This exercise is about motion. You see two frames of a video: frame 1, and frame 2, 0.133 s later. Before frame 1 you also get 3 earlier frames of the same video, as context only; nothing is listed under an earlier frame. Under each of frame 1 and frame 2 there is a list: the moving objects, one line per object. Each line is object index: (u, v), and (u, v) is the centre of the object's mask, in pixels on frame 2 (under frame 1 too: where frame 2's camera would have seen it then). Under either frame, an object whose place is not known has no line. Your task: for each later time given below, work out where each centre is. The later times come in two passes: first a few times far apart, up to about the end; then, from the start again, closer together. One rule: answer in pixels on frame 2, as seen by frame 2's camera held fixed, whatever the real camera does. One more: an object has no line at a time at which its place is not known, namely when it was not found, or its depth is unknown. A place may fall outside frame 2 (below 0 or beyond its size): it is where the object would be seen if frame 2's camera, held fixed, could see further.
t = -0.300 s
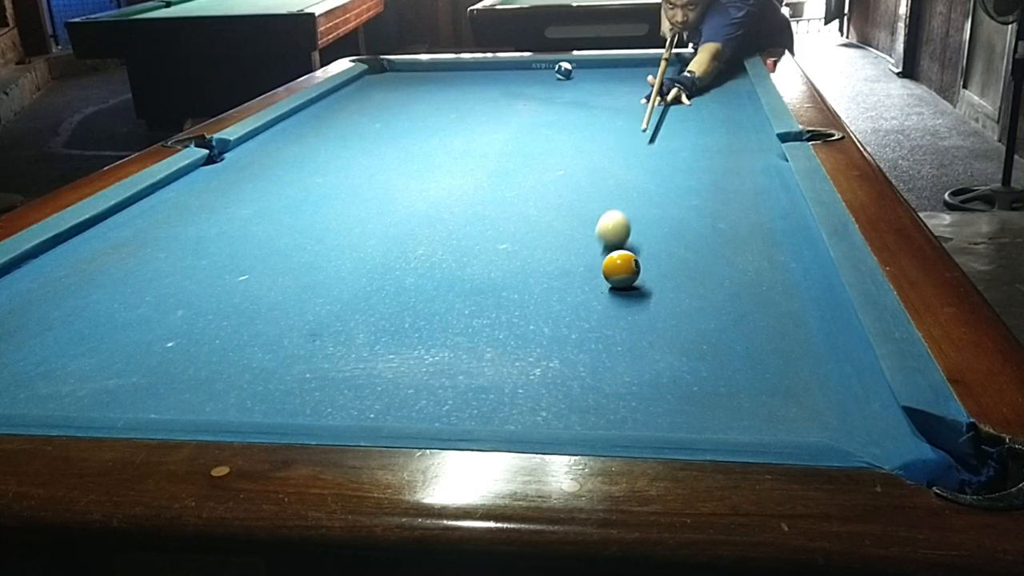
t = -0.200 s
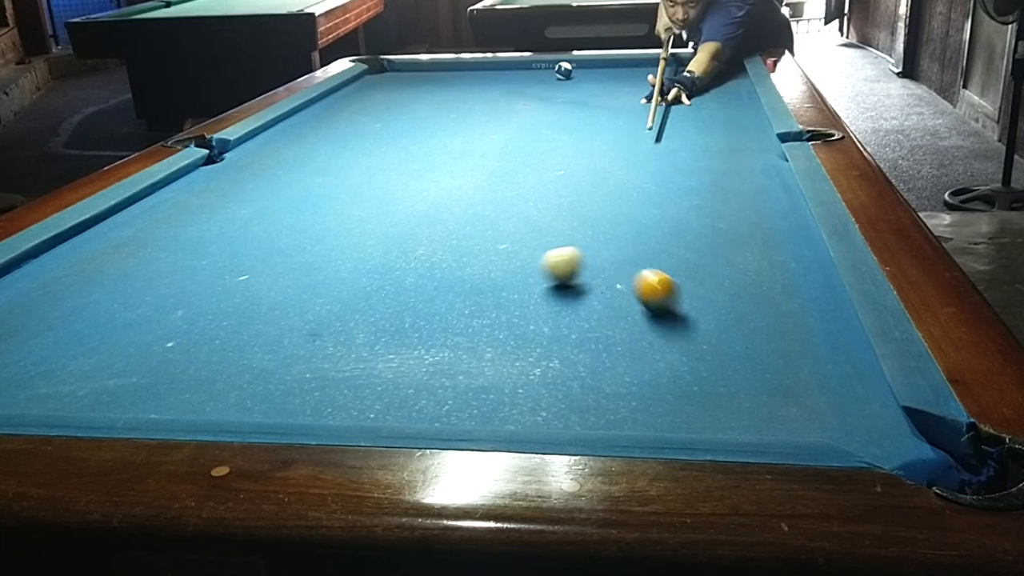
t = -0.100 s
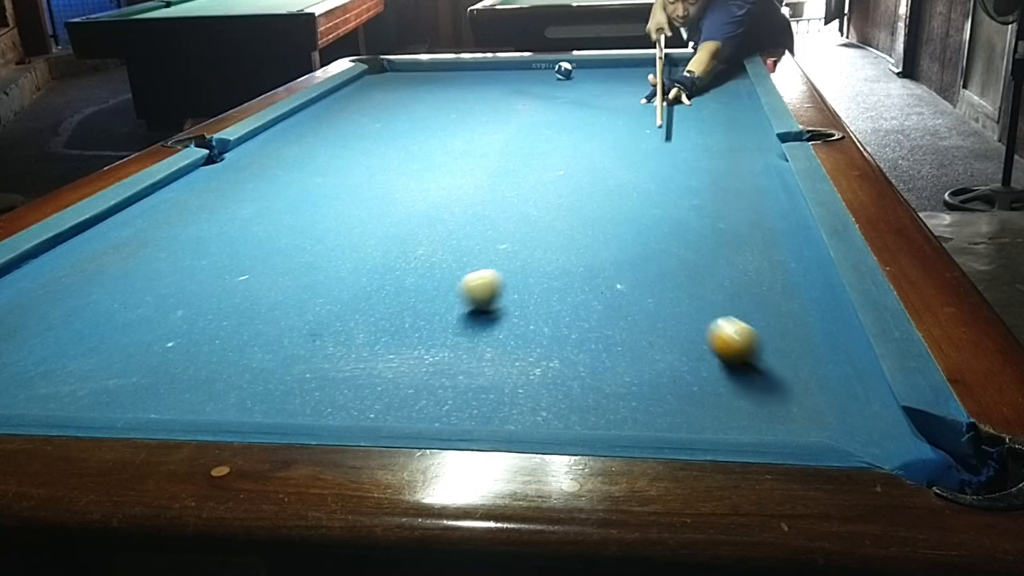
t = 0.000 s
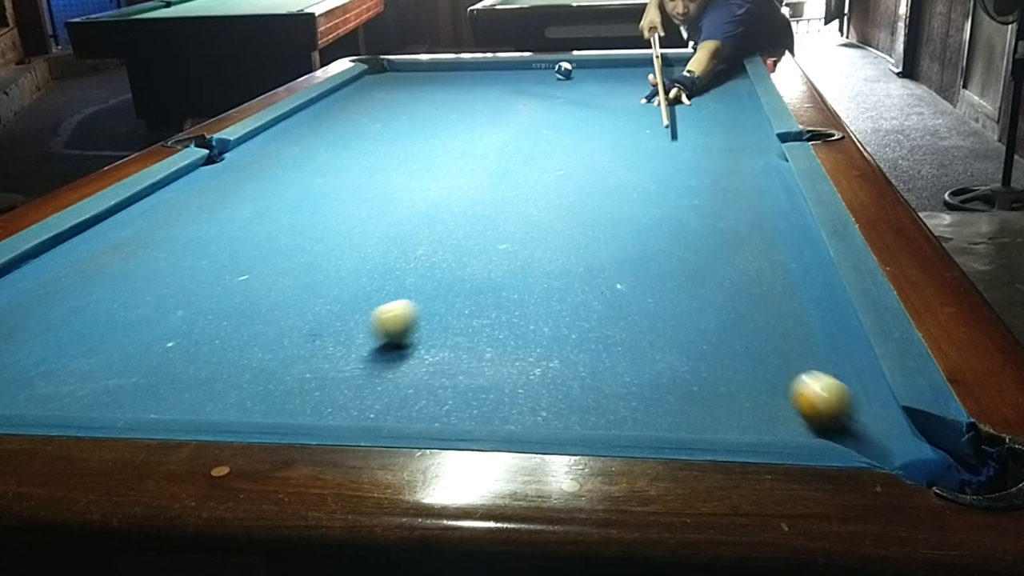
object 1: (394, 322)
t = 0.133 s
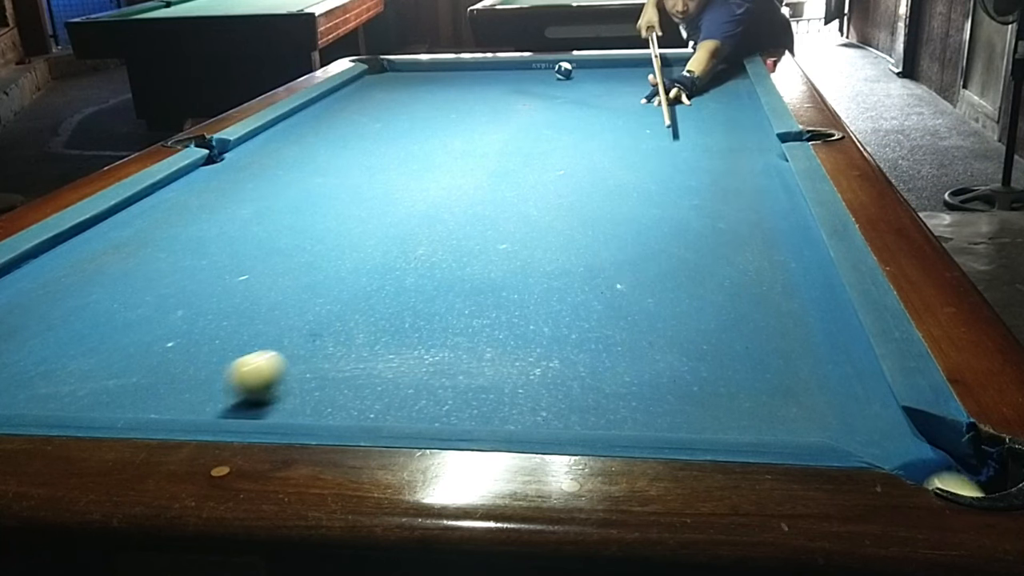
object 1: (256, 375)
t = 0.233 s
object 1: (150, 400)
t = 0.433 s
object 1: (77, 357)
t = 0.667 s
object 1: (15, 312)
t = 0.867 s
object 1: (15, 280)
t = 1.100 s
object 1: (122, 249)
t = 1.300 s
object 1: (202, 227)
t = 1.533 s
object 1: (281, 205)
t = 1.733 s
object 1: (339, 189)
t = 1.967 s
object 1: (397, 173)
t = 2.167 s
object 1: (441, 160)
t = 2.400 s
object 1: (486, 147)
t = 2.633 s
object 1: (526, 136)
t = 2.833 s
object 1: (557, 127)
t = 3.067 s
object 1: (589, 118)
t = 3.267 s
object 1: (615, 111)
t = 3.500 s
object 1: (641, 103)
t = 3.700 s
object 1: (662, 97)
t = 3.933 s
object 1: (684, 91)
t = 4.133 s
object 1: (701, 86)
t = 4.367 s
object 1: (719, 81)
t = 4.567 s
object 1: (733, 77)
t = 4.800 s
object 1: (733, 74)
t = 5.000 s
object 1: (726, 73)
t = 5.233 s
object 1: (718, 71)
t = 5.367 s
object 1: (714, 70)
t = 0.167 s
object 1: (217, 391)
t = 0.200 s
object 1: (176, 400)
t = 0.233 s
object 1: (150, 400)
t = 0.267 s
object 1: (137, 394)
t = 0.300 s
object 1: (125, 388)
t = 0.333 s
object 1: (112, 380)
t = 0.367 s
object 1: (100, 372)
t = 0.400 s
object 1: (88, 365)
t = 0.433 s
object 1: (77, 357)
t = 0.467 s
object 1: (66, 349)
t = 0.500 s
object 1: (56, 342)
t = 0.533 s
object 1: (46, 336)
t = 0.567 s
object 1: (37, 330)
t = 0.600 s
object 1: (27, 324)
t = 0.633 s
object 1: (20, 318)
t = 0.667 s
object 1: (15, 312)
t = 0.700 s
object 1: (11, 306)
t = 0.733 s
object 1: (7, 301)
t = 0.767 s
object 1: (4, 296)
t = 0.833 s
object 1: (7, 284)
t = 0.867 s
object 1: (15, 280)
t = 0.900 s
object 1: (28, 276)
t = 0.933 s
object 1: (45, 271)
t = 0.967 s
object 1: (61, 267)
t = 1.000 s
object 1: (77, 262)
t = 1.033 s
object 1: (92, 258)
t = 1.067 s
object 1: (107, 253)
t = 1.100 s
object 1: (122, 249)
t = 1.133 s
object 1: (136, 246)
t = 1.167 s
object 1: (150, 241)
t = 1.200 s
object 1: (164, 238)
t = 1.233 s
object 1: (177, 234)
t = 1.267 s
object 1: (189, 231)
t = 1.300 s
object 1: (202, 227)
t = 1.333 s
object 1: (214, 224)
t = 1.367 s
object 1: (226, 221)
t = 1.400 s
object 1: (237, 217)
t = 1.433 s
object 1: (249, 214)
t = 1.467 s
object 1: (260, 211)
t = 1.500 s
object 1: (271, 208)
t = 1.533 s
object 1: (281, 205)
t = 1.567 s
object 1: (291, 202)
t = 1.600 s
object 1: (301, 200)
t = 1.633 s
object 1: (311, 197)
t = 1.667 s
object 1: (321, 194)
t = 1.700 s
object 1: (330, 191)
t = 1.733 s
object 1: (339, 189)
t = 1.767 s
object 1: (348, 187)
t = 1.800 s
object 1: (356, 184)
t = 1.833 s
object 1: (365, 182)
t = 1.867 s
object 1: (373, 179)
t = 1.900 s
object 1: (381, 177)
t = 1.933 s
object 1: (390, 175)
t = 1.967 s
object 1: (397, 173)
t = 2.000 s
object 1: (405, 170)
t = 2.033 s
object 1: (413, 168)
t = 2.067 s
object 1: (420, 166)
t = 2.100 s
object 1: (427, 164)
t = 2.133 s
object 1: (434, 162)
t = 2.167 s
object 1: (441, 160)
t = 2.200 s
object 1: (448, 159)
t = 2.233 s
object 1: (454, 156)
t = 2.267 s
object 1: (461, 154)
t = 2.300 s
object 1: (467, 153)
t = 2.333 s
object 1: (474, 151)
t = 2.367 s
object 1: (480, 149)
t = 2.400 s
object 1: (486, 147)
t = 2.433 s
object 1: (492, 146)
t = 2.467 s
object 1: (498, 144)
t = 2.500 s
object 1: (504, 142)
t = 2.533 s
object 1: (509, 141)
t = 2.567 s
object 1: (515, 139)
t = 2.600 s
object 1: (521, 138)
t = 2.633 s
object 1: (526, 136)
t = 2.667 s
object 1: (531, 134)
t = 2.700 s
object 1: (537, 133)
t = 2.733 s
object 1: (542, 131)
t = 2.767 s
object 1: (547, 130)
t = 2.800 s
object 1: (552, 128)
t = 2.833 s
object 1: (557, 127)
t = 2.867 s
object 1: (561, 125)
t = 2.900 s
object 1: (566, 124)
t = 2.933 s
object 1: (571, 123)
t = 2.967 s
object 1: (576, 121)
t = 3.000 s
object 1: (580, 120)
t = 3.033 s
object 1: (585, 119)
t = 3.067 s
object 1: (589, 118)
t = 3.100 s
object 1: (594, 116)
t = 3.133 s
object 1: (598, 115)
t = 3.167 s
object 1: (602, 114)
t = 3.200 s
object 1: (606, 113)
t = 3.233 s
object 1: (611, 112)
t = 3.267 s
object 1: (615, 111)
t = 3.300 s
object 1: (619, 109)
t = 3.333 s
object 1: (623, 108)
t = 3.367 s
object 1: (627, 107)
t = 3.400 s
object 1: (630, 106)
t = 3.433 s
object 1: (634, 105)
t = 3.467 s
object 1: (638, 104)
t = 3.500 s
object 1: (641, 103)
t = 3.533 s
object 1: (645, 102)
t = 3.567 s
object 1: (648, 101)
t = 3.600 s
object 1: (652, 100)
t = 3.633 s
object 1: (656, 99)
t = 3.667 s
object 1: (659, 98)
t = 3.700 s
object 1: (662, 97)
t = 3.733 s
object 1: (666, 96)
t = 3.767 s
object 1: (668, 96)
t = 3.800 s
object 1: (671, 95)
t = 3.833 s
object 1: (675, 94)
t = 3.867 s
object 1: (678, 93)
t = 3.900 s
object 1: (681, 92)
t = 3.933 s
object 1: (684, 91)
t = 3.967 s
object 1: (687, 90)
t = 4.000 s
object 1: (690, 90)
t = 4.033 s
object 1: (692, 89)
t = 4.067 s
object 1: (695, 88)
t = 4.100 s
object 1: (698, 87)
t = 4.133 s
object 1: (701, 86)
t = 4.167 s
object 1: (703, 86)
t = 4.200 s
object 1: (706, 85)
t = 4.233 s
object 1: (709, 84)
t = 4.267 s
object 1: (711, 83)
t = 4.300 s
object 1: (714, 83)
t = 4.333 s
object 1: (716, 82)
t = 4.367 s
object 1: (719, 81)
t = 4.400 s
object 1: (722, 81)
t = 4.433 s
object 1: (724, 80)
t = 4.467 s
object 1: (726, 79)
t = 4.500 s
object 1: (728, 79)
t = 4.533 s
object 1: (731, 78)
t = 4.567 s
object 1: (733, 77)
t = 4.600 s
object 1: (735, 77)
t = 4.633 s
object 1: (738, 76)
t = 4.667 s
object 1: (738, 76)
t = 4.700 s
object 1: (737, 75)
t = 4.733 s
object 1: (735, 75)
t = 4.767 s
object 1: (734, 75)
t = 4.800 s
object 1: (733, 74)
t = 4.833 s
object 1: (731, 74)
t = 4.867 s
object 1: (730, 73)
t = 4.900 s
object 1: (729, 73)
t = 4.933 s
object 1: (728, 73)
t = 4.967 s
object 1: (727, 73)
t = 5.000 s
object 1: (726, 73)
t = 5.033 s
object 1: (724, 72)
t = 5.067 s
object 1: (723, 72)
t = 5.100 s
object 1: (722, 72)
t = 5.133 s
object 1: (721, 71)
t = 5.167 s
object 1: (720, 71)
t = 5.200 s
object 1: (719, 71)
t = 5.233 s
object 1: (718, 71)
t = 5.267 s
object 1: (717, 70)
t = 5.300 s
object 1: (716, 70)
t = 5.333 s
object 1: (715, 70)
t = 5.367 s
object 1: (714, 70)
